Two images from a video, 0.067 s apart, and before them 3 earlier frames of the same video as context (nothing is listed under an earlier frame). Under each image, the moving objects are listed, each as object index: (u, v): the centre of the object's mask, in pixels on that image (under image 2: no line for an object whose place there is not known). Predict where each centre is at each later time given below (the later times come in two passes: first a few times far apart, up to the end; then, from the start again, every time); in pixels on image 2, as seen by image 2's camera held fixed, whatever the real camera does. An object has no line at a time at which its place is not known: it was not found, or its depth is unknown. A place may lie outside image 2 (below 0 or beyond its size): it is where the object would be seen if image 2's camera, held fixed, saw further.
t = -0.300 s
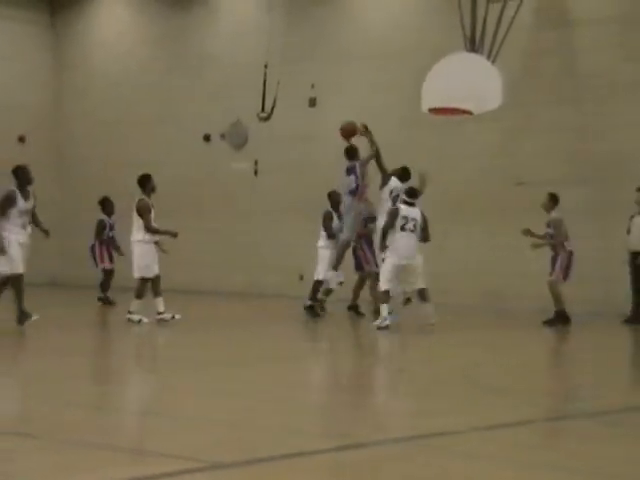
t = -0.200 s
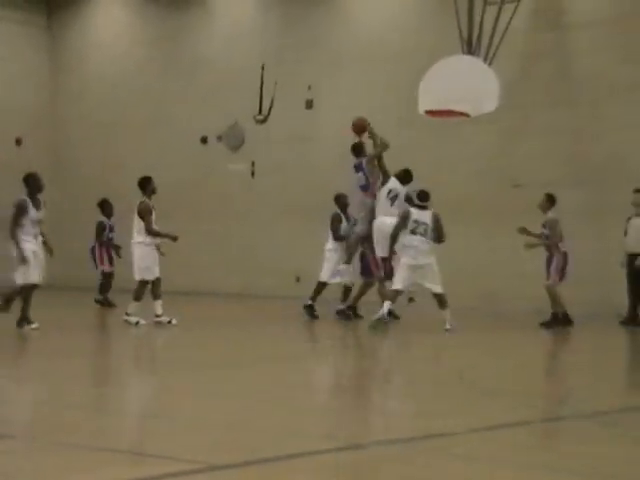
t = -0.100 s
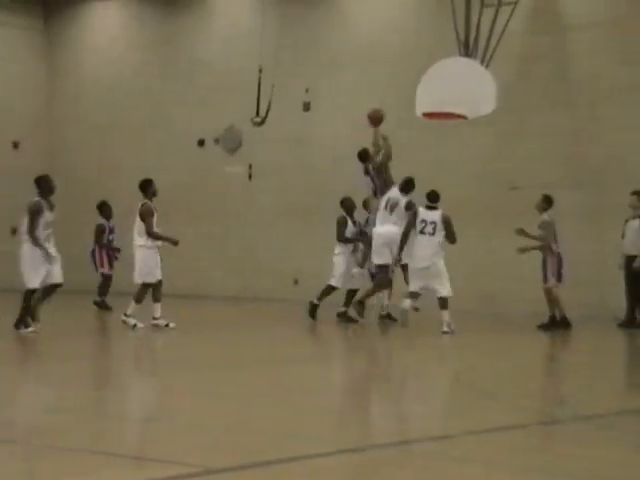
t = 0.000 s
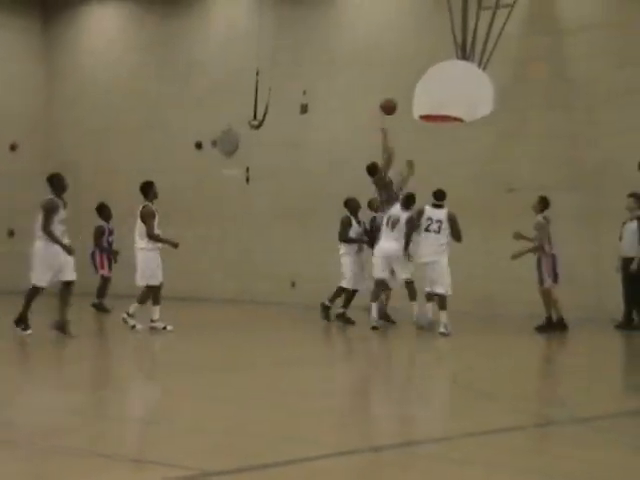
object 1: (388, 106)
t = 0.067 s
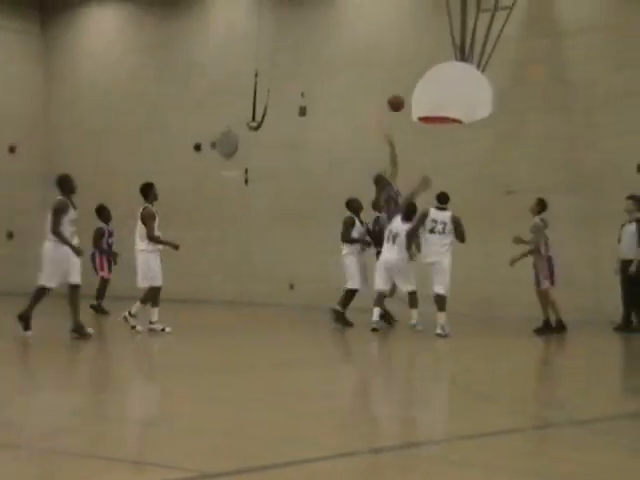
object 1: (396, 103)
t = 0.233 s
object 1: (418, 103)
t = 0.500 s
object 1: (438, 112)
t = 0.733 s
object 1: (435, 118)
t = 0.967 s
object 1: (444, 137)
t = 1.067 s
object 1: (441, 144)
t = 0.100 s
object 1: (400, 102)
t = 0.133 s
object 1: (404, 101)
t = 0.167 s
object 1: (409, 101)
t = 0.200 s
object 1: (413, 101)
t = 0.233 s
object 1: (418, 103)
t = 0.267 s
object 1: (422, 105)
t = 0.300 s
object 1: (426, 108)
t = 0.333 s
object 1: (429, 108)
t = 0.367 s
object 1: (434, 109)
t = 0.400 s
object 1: (437, 111)
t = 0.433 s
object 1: (440, 113)
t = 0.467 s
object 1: (441, 112)
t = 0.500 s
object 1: (438, 112)
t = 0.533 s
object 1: (434, 112)
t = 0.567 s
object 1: (429, 112)
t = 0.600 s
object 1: (428, 112)
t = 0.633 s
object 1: (429, 112)
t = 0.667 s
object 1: (431, 112)
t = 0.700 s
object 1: (432, 113)
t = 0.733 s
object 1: (435, 118)
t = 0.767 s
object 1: (437, 122)
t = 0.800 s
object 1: (439, 125)
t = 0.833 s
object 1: (442, 129)
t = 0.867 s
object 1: (443, 132)
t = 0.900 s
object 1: (444, 134)
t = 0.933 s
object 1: (444, 135)
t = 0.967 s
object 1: (444, 137)
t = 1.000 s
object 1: (443, 138)
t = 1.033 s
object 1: (442, 141)
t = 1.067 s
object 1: (441, 144)
